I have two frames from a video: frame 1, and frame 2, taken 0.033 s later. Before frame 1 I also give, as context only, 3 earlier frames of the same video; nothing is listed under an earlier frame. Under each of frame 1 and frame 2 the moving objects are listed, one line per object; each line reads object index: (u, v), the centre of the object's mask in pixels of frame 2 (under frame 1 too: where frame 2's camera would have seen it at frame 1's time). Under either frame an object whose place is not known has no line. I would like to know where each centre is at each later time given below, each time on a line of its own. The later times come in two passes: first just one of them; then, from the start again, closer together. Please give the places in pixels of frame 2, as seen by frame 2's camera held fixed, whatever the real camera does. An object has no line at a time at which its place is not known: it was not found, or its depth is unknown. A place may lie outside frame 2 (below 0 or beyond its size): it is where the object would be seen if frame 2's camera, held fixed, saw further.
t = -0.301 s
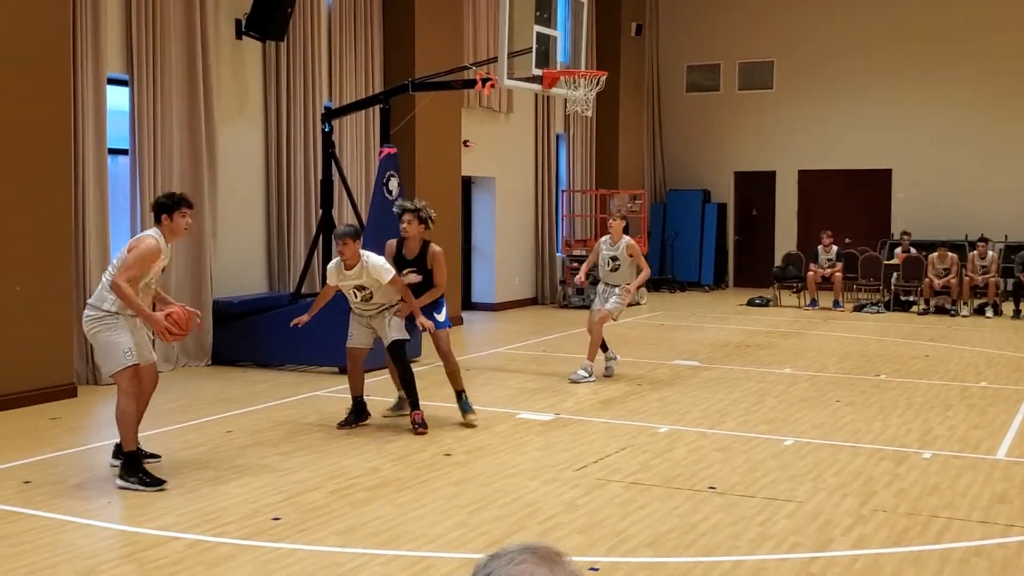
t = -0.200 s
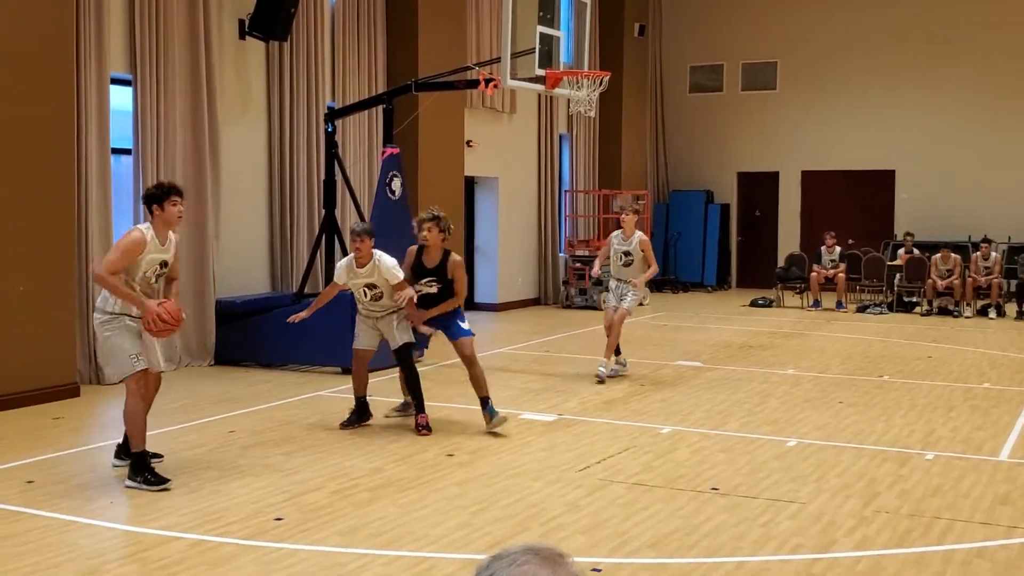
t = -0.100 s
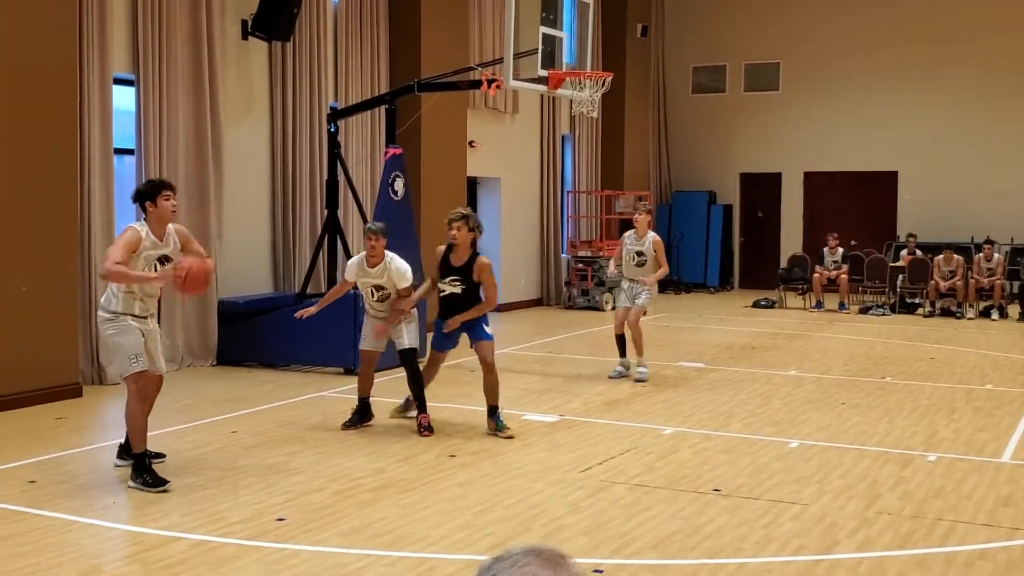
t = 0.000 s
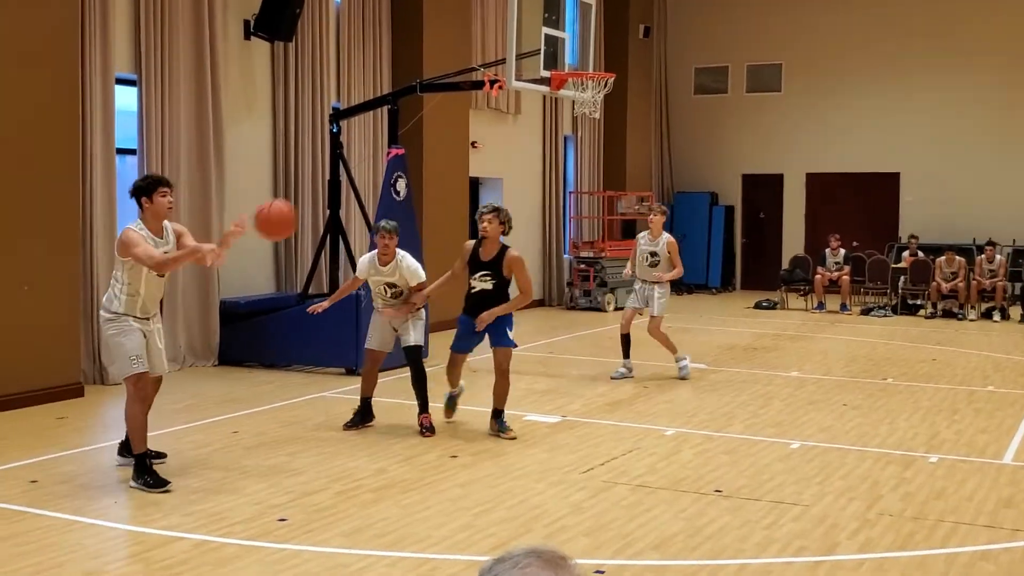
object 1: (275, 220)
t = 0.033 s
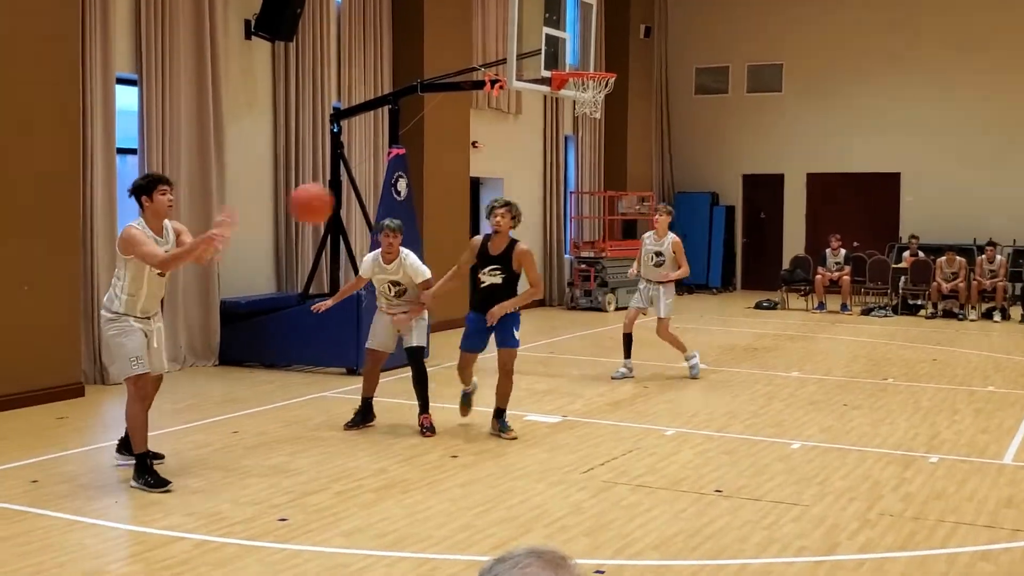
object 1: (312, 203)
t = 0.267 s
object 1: (593, 128)
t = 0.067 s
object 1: (346, 189)
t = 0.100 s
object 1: (385, 175)
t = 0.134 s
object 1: (423, 163)
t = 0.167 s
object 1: (463, 152)
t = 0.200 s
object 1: (505, 143)
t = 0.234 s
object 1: (548, 134)
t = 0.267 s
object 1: (593, 128)
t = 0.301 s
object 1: (640, 124)
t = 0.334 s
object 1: (689, 120)
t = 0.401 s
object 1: (796, 121)
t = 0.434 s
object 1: (853, 125)
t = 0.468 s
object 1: (915, 131)
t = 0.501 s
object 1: (980, 139)
